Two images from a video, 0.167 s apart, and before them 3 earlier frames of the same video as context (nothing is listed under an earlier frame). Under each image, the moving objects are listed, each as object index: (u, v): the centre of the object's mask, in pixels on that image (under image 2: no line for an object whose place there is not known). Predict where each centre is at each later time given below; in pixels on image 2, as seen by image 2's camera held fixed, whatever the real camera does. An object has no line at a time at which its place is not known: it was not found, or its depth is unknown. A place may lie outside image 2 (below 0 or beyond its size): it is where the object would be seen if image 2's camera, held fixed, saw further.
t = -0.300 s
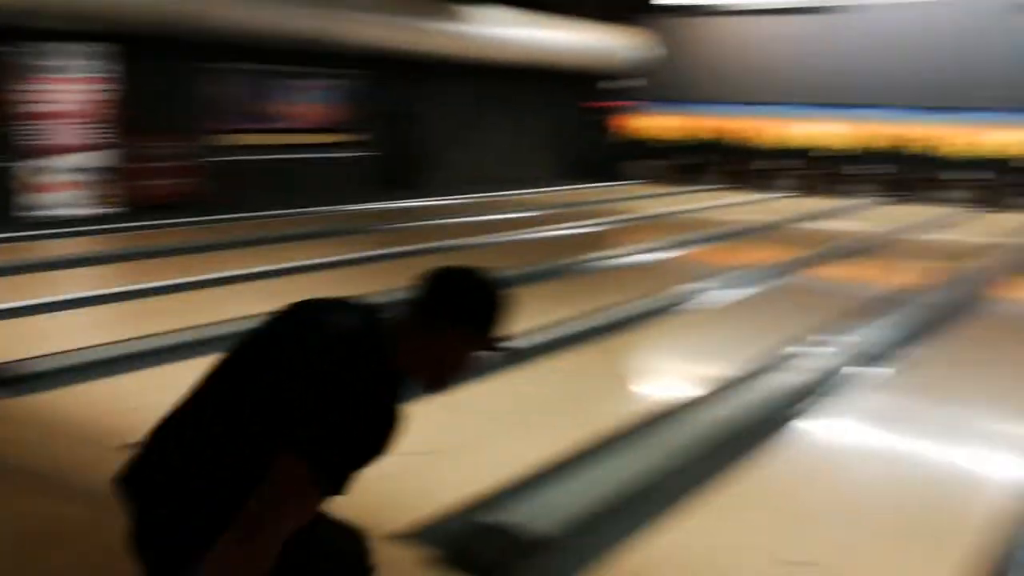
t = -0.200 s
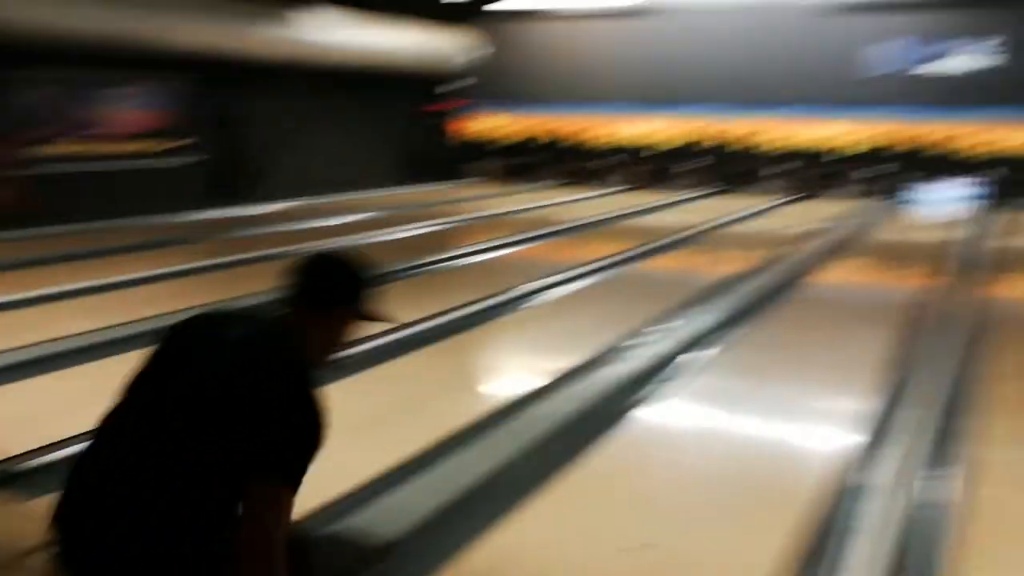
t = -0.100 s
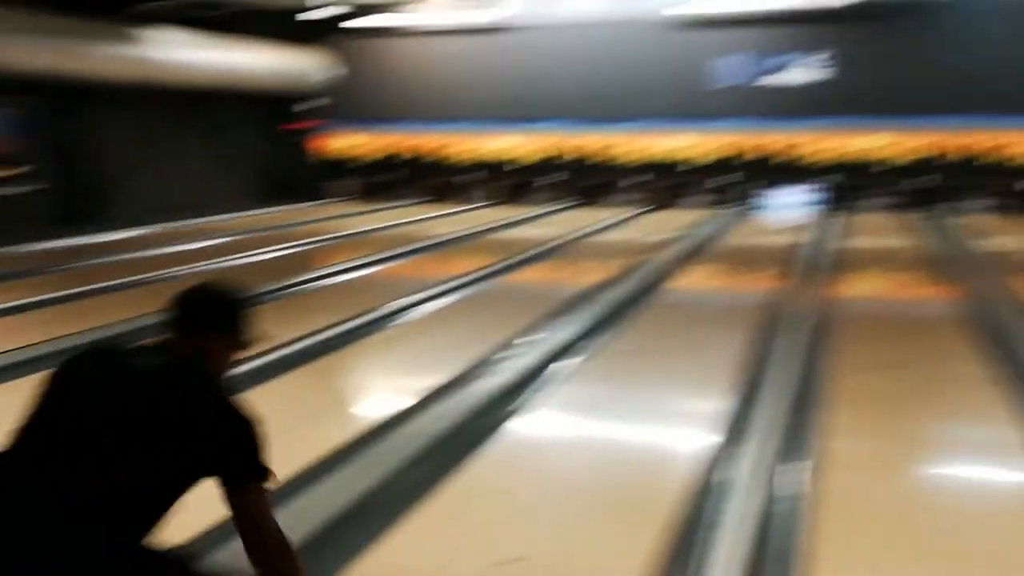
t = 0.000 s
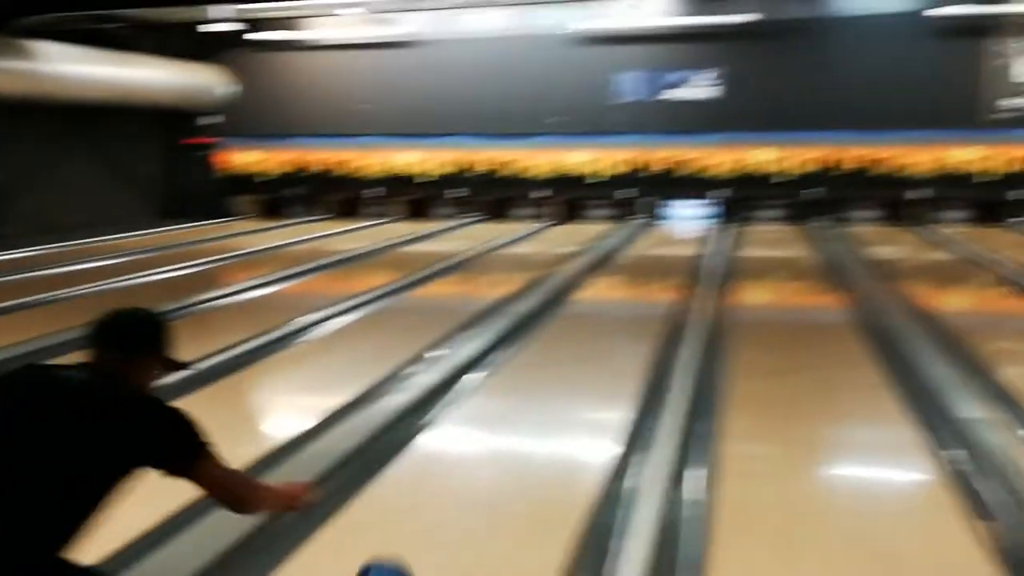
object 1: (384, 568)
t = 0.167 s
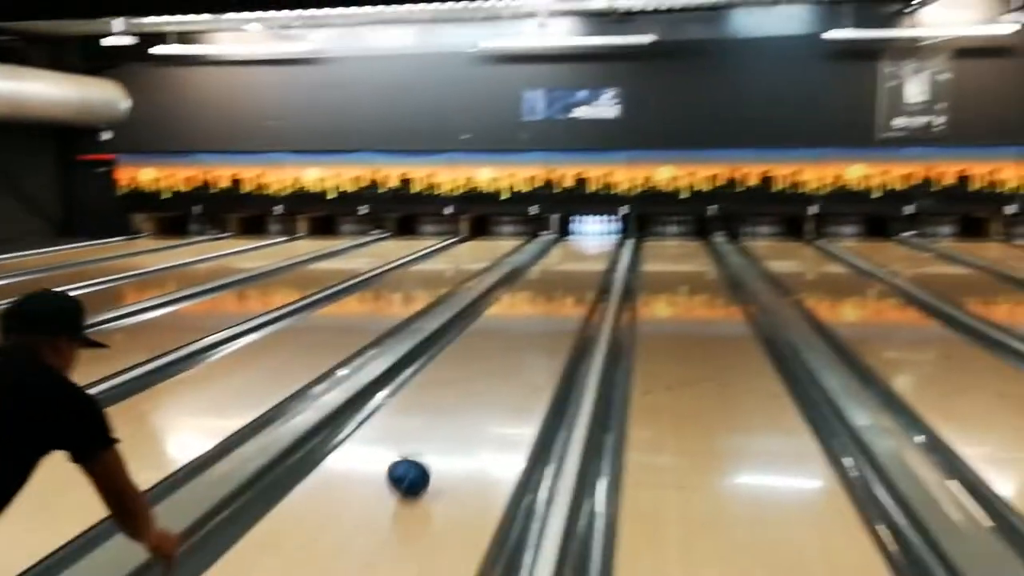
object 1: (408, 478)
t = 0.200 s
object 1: (428, 456)
